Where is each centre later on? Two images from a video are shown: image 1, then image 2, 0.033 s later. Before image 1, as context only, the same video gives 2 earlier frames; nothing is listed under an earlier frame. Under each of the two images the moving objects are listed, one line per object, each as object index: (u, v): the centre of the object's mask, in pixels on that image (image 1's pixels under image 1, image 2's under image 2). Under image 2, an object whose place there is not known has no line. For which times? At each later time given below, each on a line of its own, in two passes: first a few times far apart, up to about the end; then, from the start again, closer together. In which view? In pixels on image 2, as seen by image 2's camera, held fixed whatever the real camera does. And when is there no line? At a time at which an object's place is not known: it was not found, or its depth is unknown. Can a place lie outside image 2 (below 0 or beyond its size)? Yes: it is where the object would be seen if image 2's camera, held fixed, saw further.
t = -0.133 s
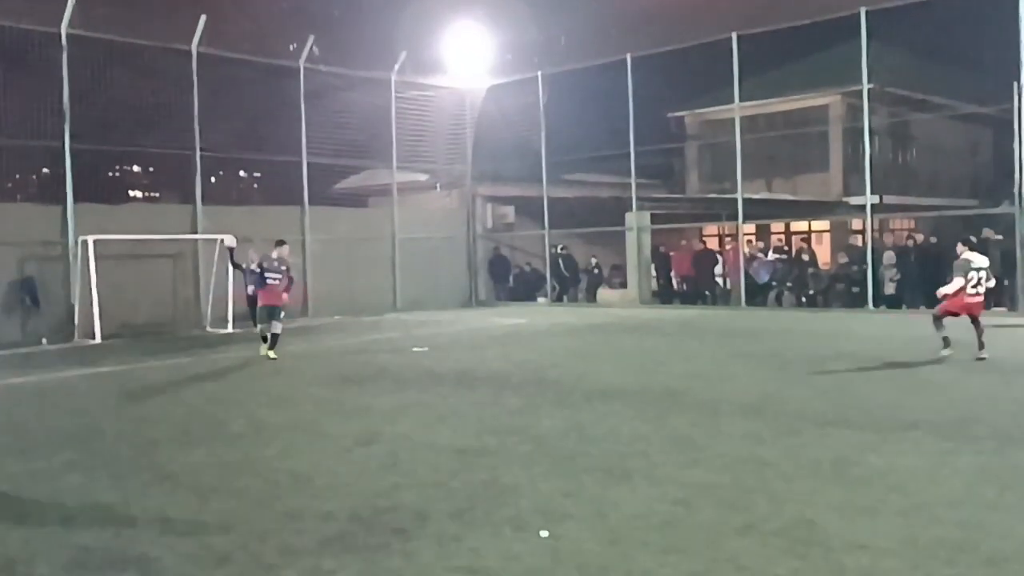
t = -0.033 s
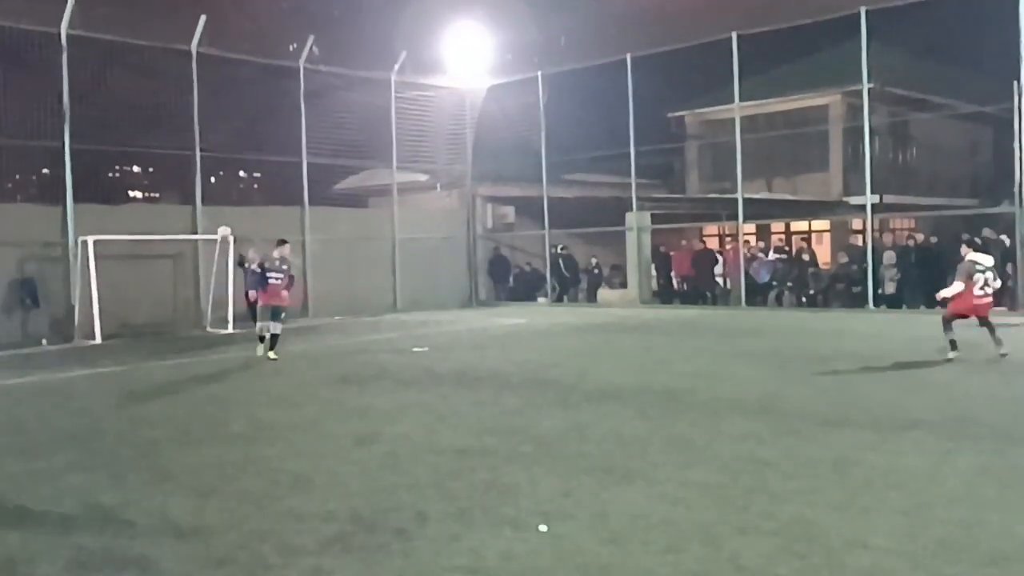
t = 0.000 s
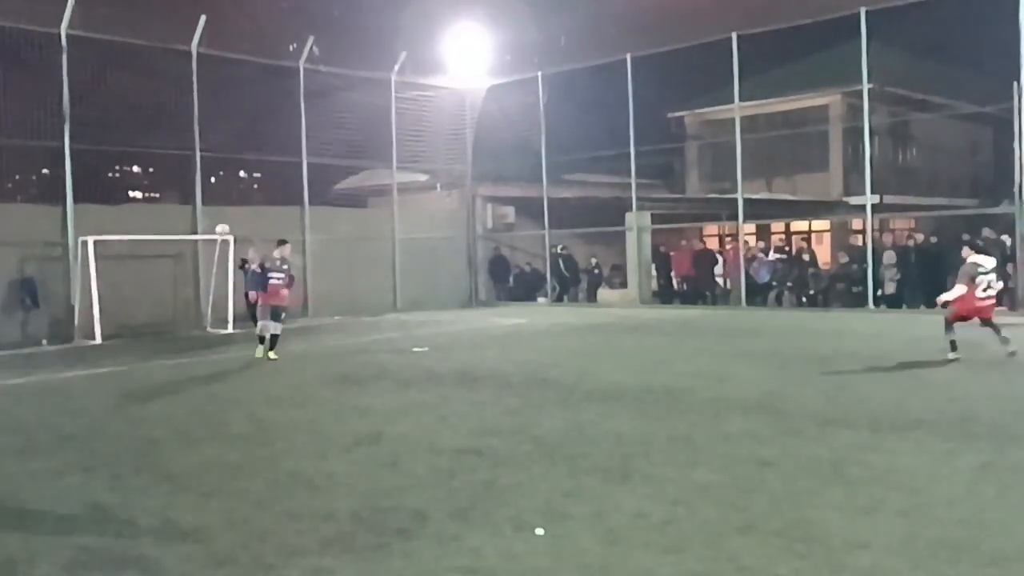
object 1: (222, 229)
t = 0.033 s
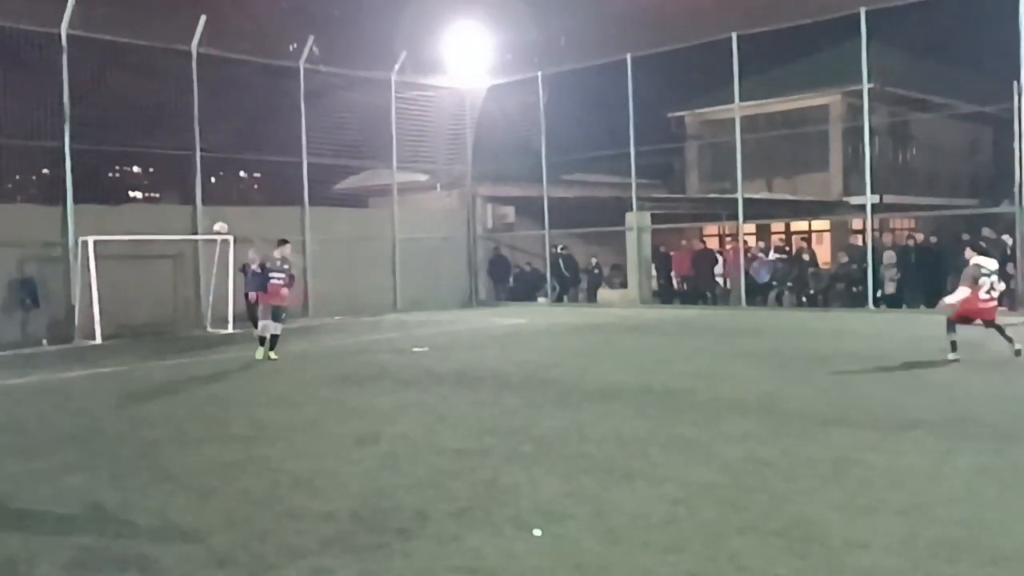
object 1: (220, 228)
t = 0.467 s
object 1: (189, 281)
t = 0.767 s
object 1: (163, 384)
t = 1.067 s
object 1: (128, 324)
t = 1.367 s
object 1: (80, 381)
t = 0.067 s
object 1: (218, 226)
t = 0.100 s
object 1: (215, 226)
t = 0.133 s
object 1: (213, 226)
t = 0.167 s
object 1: (211, 227)
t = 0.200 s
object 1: (208, 229)
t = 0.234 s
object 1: (206, 232)
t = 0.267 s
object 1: (204, 235)
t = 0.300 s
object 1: (201, 241)
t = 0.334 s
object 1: (199, 247)
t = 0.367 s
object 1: (197, 253)
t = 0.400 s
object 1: (194, 261)
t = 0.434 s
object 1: (192, 269)
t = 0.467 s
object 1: (189, 281)
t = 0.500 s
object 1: (187, 292)
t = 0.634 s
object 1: (176, 359)
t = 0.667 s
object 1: (173, 381)
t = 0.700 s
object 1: (169, 402)
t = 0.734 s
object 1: (166, 395)
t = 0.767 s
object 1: (163, 384)
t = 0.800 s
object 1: (160, 372)
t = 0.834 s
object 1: (156, 363)
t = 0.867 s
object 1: (152, 354)
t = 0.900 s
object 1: (148, 347)
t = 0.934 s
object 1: (144, 340)
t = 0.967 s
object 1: (140, 334)
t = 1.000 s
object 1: (137, 329)
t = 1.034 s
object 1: (132, 326)
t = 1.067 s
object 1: (128, 324)
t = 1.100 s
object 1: (123, 324)
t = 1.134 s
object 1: (119, 324)
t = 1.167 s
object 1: (114, 326)
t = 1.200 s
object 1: (109, 330)
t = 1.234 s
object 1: (103, 336)
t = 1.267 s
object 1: (98, 343)
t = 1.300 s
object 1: (92, 354)
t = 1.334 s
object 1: (86, 366)
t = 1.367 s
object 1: (80, 381)
